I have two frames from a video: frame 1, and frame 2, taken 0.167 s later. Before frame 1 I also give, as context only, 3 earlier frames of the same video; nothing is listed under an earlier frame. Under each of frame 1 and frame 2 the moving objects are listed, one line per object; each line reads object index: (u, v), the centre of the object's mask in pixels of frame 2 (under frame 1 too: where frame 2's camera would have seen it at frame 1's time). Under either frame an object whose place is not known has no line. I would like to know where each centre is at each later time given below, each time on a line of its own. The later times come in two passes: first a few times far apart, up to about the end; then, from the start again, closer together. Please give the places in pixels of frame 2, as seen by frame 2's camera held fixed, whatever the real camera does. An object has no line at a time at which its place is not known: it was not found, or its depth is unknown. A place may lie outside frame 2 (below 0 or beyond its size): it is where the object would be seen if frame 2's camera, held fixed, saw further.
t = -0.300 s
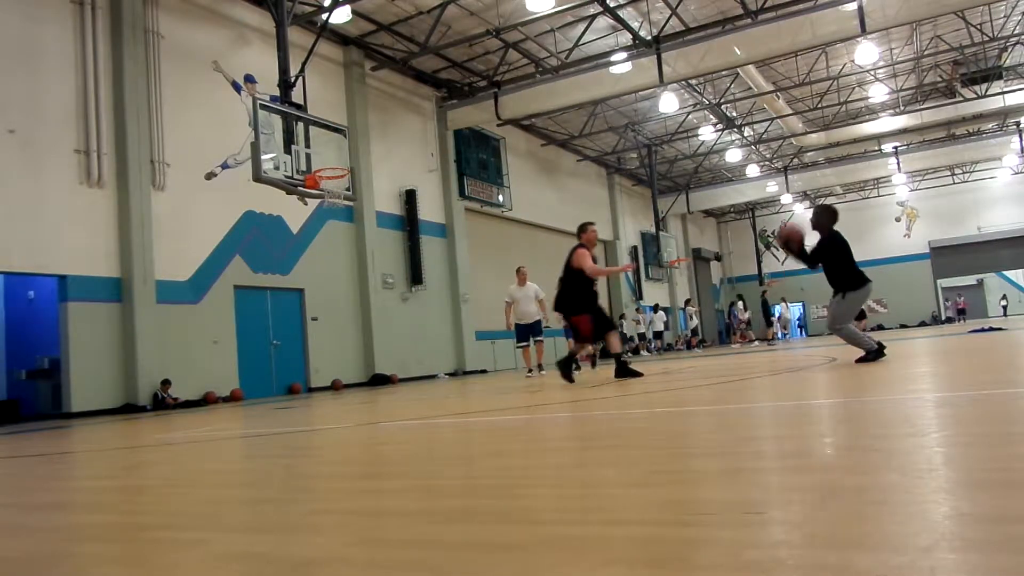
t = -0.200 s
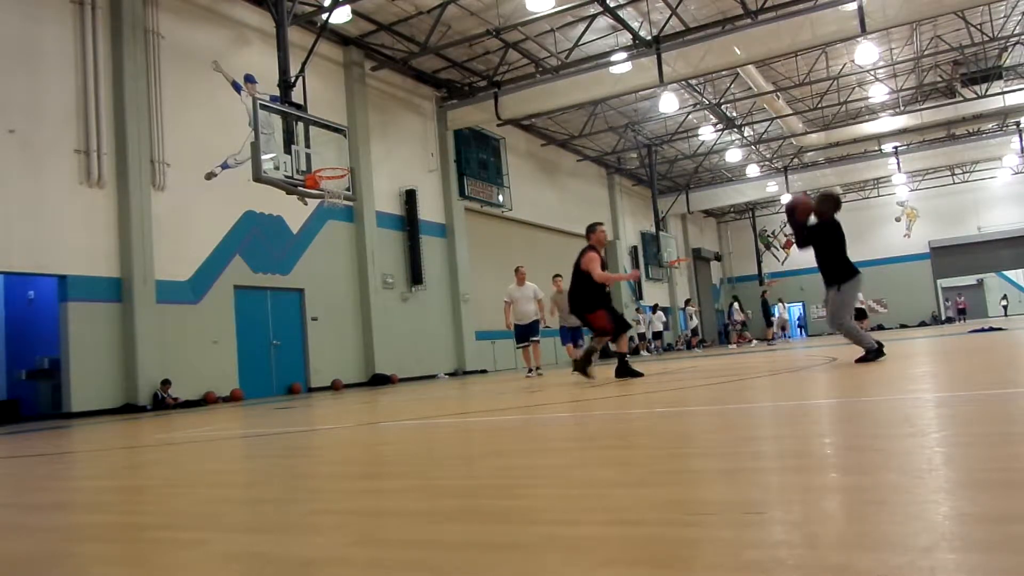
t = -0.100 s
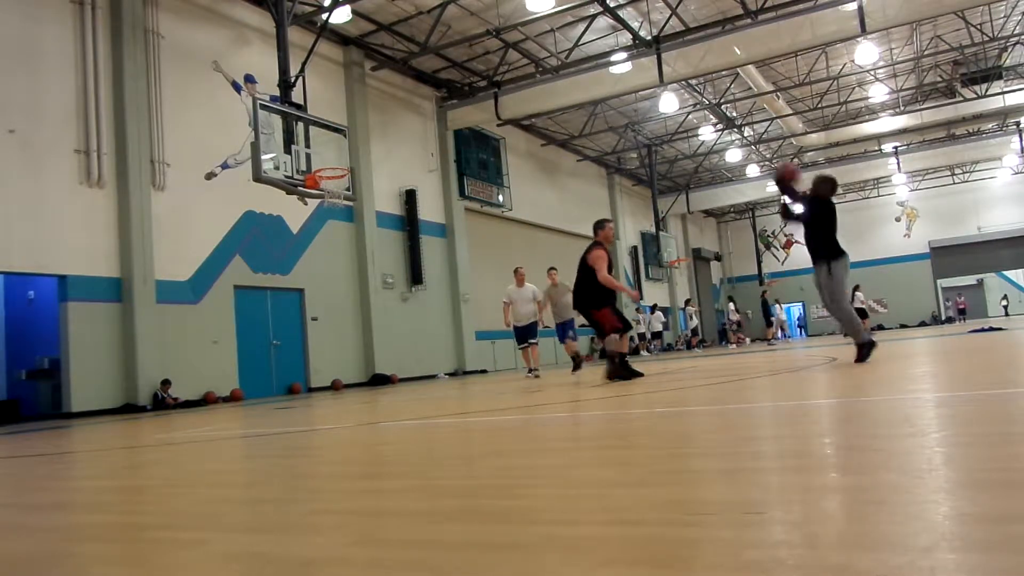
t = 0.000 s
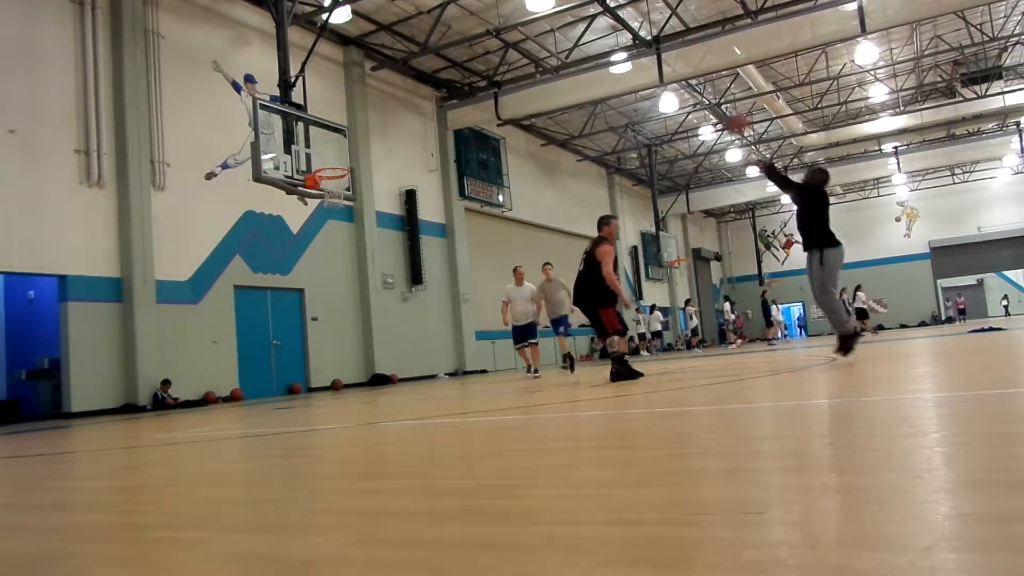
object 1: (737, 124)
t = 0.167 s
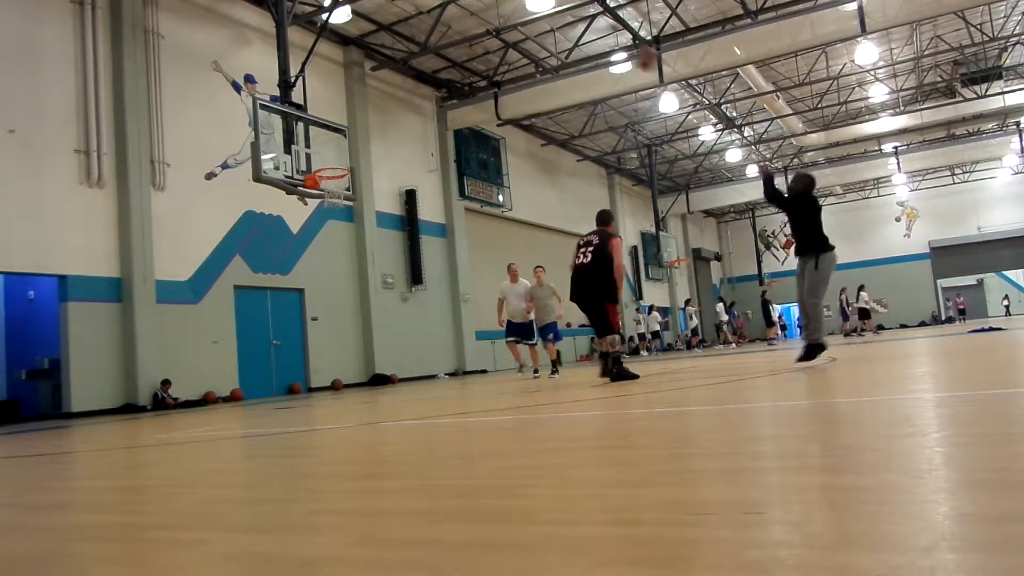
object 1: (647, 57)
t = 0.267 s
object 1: (600, 35)
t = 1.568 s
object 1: (341, 200)
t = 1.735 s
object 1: (340, 239)
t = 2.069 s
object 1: (342, 375)
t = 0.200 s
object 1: (632, 49)
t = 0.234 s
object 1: (614, 43)
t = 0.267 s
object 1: (600, 35)
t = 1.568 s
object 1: (341, 200)
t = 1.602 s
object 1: (341, 206)
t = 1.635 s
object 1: (341, 213)
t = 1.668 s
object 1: (341, 221)
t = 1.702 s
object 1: (340, 230)
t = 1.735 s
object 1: (340, 239)
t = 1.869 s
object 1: (340, 284)
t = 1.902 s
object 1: (340, 297)
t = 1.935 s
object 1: (340, 311)
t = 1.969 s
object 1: (340, 326)
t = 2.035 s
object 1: (341, 358)
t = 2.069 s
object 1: (342, 375)
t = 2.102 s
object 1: (341, 387)
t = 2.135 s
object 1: (340, 376)
